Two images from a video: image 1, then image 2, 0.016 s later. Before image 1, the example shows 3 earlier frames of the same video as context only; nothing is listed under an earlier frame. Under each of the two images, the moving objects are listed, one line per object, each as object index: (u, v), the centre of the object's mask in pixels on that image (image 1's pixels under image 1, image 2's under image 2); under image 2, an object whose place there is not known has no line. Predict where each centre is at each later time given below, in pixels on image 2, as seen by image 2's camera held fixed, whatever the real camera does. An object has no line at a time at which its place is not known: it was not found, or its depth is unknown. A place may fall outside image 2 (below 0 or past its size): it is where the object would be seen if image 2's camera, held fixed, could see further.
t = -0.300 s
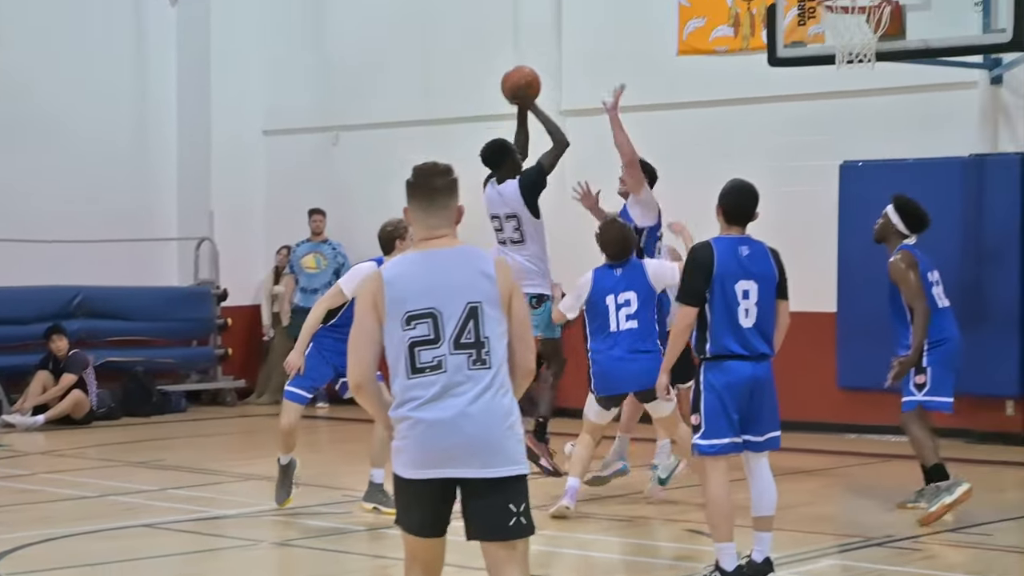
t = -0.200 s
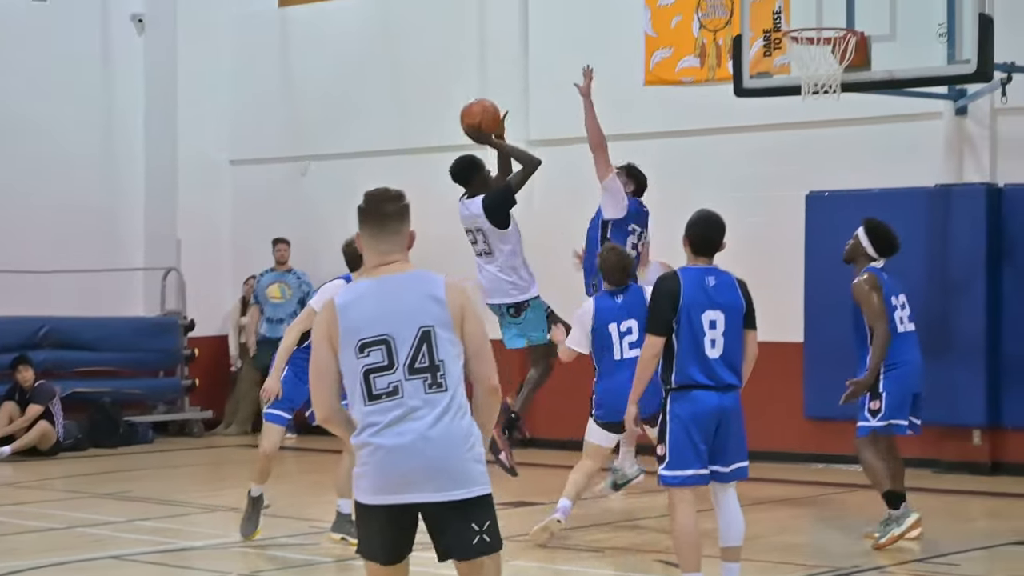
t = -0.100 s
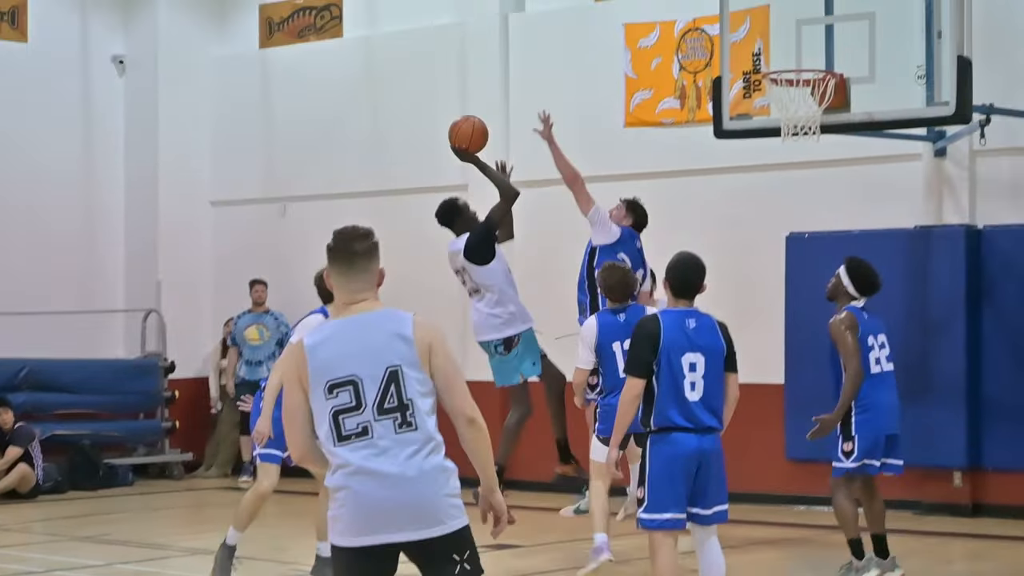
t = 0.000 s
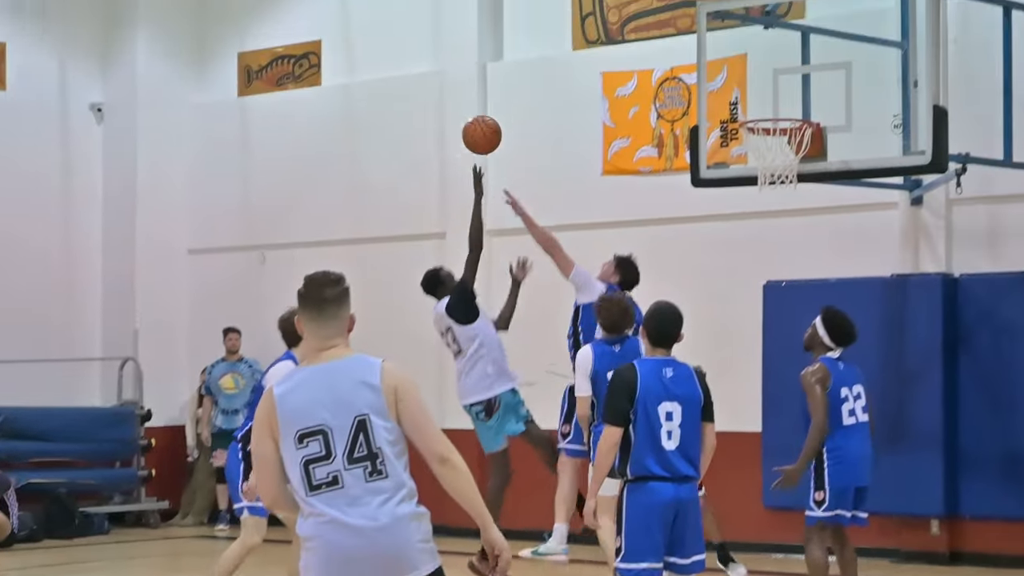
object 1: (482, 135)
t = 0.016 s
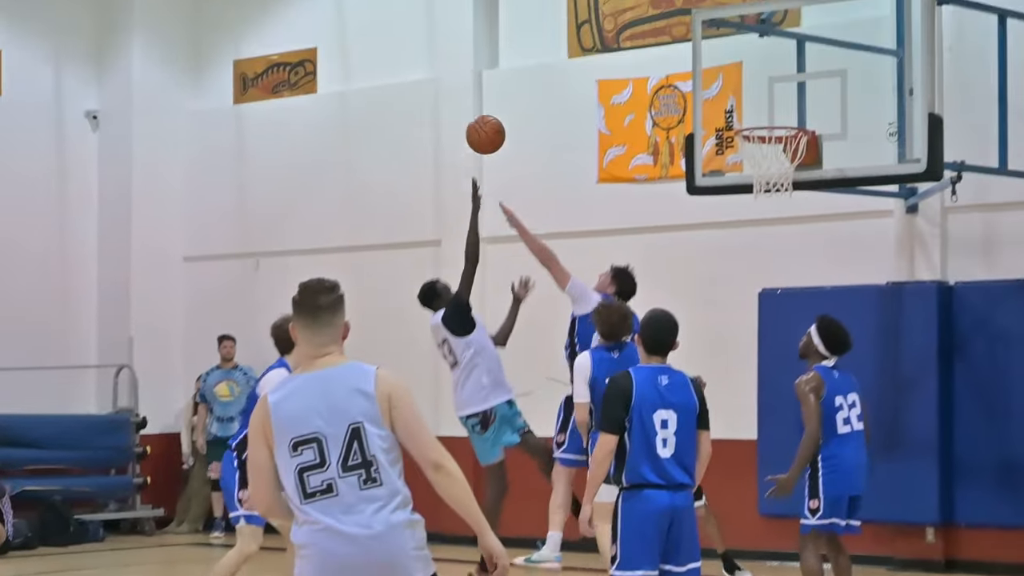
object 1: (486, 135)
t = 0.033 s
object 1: (494, 127)
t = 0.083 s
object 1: (518, 106)
